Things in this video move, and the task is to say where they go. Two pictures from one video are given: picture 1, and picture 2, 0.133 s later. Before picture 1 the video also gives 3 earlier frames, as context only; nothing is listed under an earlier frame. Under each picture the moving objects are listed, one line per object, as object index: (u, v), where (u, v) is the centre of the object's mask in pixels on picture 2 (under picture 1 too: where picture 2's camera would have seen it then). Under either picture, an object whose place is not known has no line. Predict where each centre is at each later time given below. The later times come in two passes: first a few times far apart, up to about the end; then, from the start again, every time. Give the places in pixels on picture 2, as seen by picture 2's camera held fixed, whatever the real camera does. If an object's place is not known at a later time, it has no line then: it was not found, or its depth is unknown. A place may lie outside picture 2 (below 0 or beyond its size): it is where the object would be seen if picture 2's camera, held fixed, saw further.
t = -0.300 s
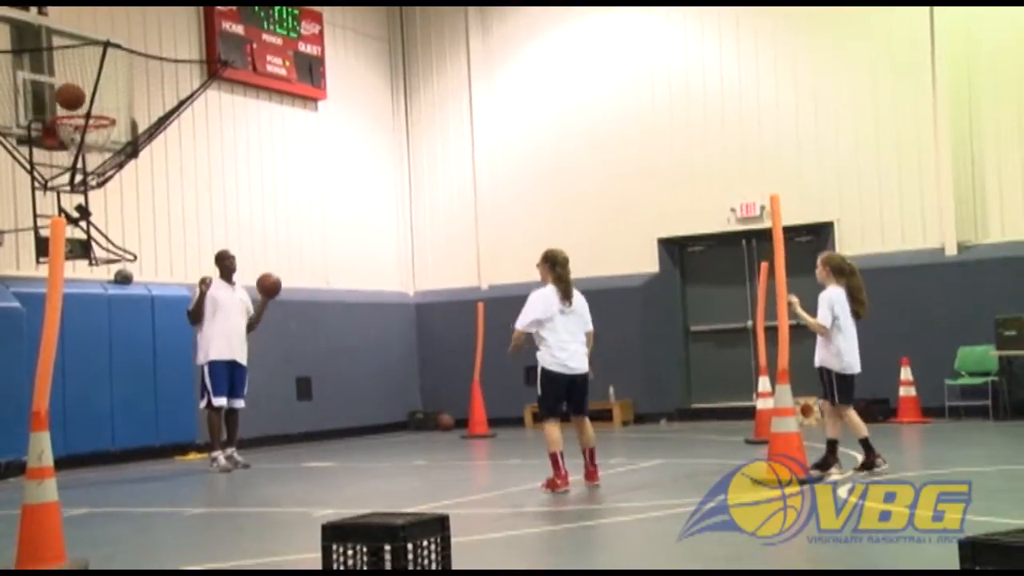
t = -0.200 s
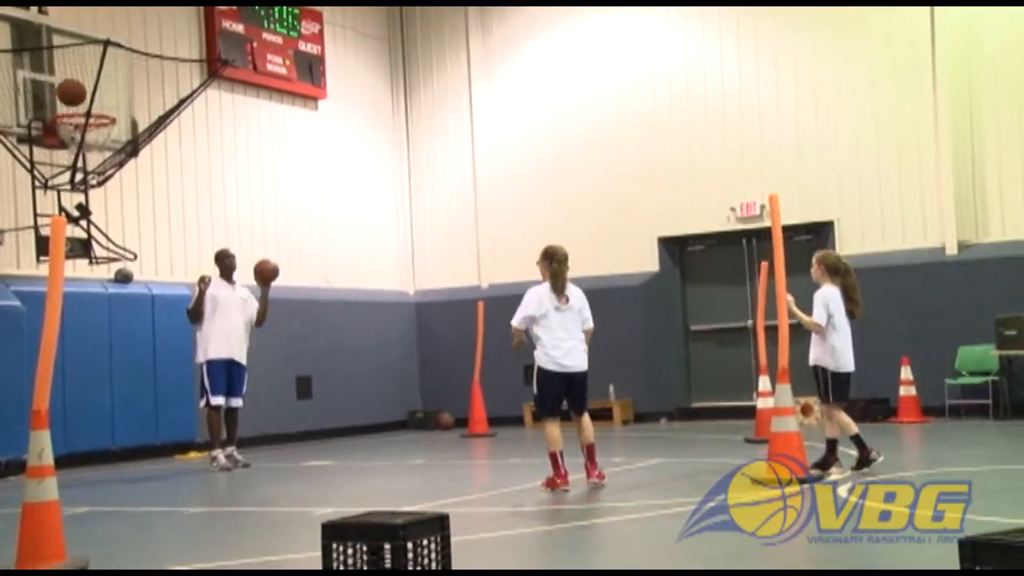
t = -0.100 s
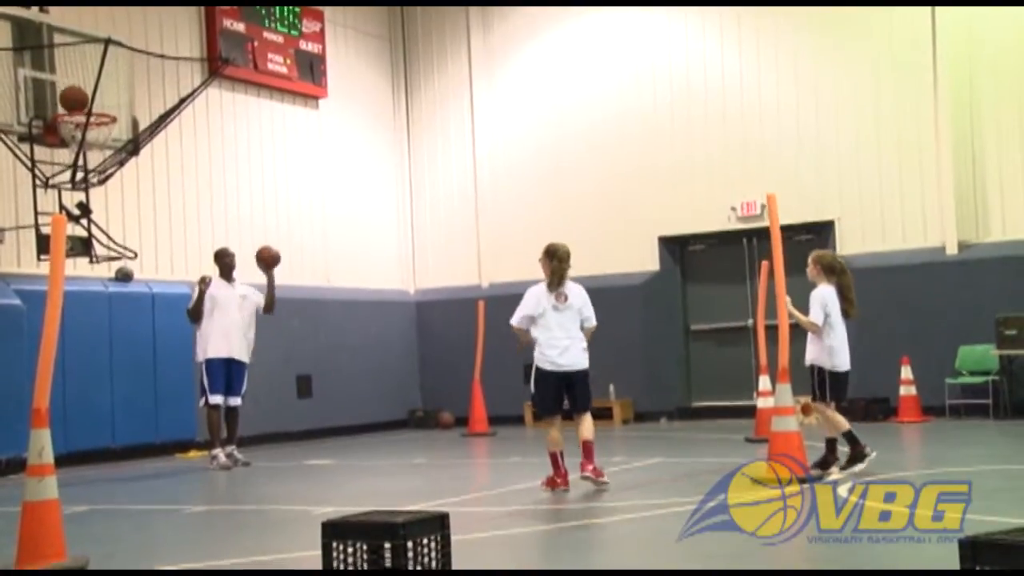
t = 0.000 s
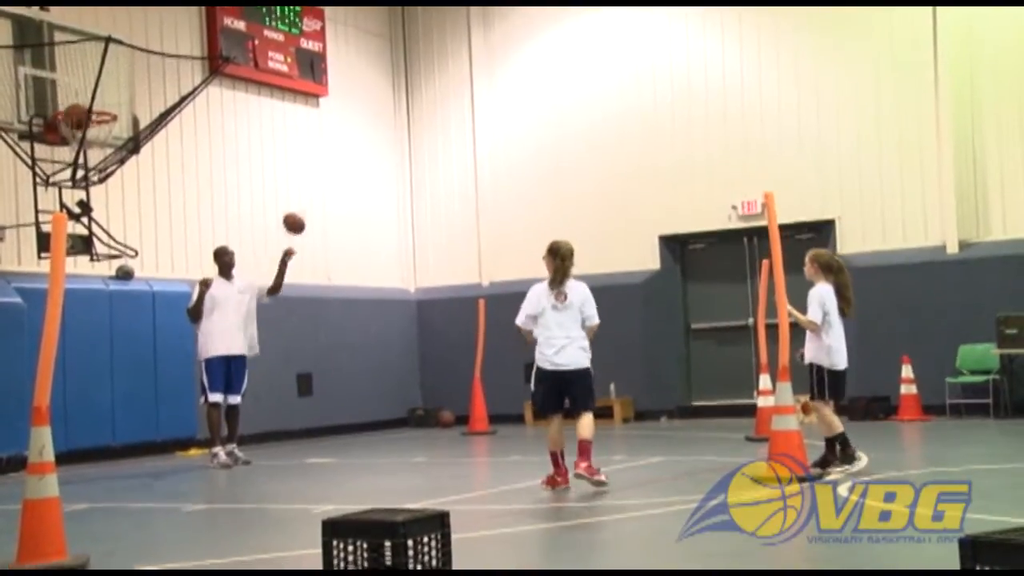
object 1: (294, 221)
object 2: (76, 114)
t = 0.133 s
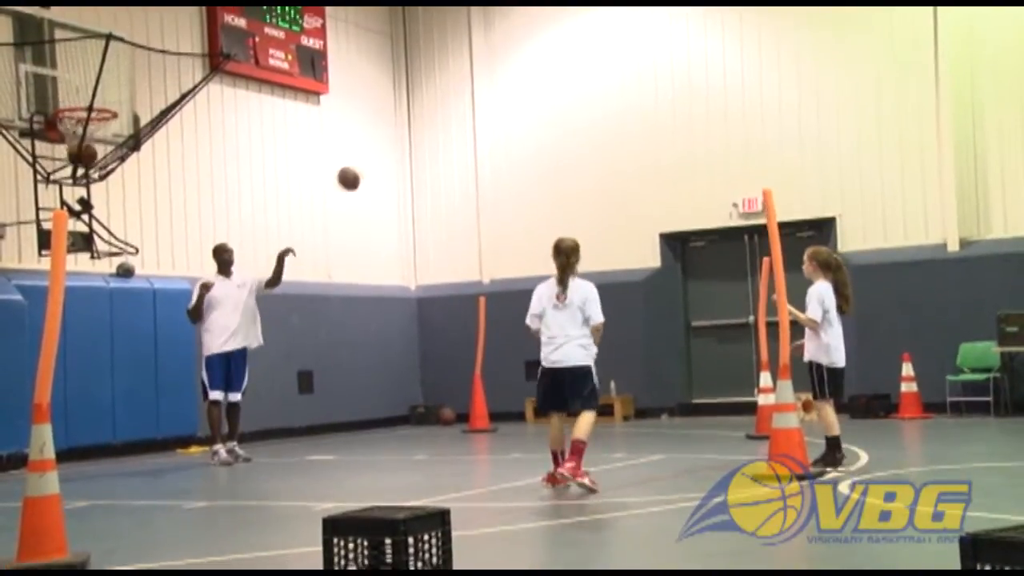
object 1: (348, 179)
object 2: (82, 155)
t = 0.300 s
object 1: (423, 150)
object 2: (92, 147)
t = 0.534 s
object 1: (544, 162)
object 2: (102, 164)
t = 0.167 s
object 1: (363, 171)
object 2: (86, 159)
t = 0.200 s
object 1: (377, 164)
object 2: (87, 156)
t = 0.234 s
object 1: (393, 158)
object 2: (89, 152)
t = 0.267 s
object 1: (408, 154)
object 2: (90, 149)
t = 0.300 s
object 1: (423, 150)
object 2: (92, 147)
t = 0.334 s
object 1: (440, 148)
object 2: (93, 147)
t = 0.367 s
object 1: (456, 147)
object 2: (95, 148)
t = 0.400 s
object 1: (473, 147)
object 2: (96, 150)
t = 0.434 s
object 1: (490, 148)
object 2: (98, 153)
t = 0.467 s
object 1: (508, 151)
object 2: (99, 157)
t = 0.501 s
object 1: (525, 156)
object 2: (101, 162)
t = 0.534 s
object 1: (544, 162)
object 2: (102, 164)
